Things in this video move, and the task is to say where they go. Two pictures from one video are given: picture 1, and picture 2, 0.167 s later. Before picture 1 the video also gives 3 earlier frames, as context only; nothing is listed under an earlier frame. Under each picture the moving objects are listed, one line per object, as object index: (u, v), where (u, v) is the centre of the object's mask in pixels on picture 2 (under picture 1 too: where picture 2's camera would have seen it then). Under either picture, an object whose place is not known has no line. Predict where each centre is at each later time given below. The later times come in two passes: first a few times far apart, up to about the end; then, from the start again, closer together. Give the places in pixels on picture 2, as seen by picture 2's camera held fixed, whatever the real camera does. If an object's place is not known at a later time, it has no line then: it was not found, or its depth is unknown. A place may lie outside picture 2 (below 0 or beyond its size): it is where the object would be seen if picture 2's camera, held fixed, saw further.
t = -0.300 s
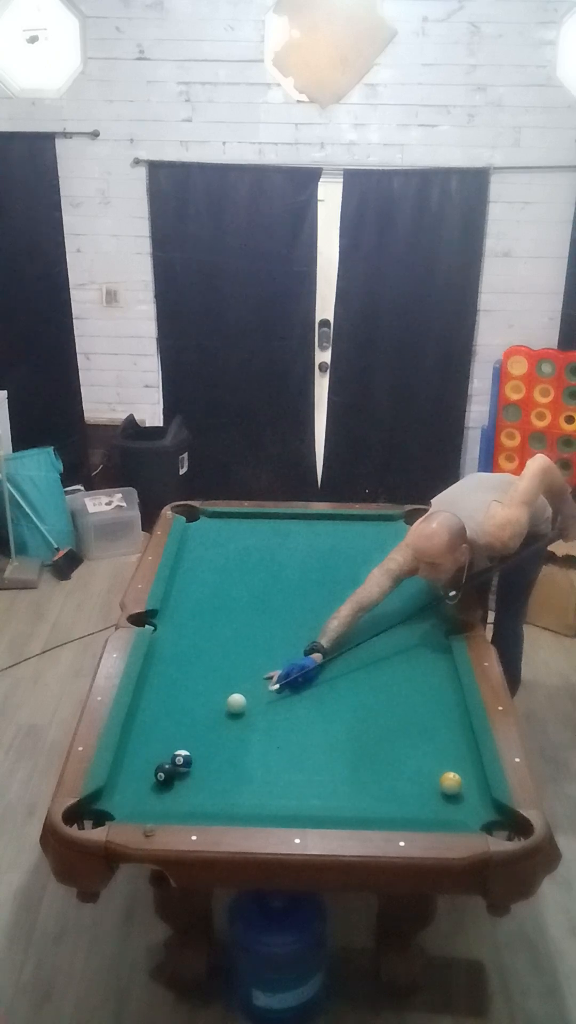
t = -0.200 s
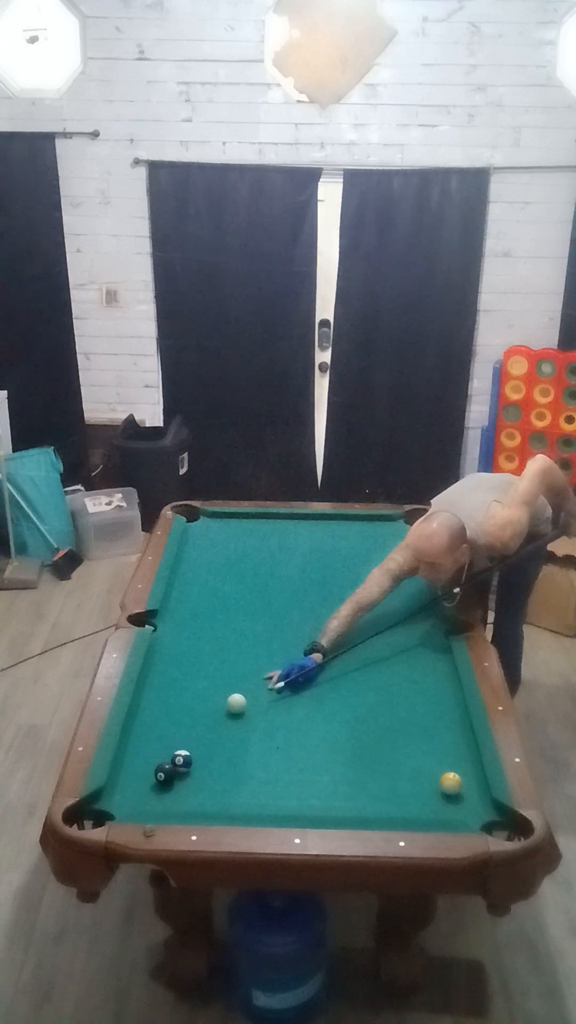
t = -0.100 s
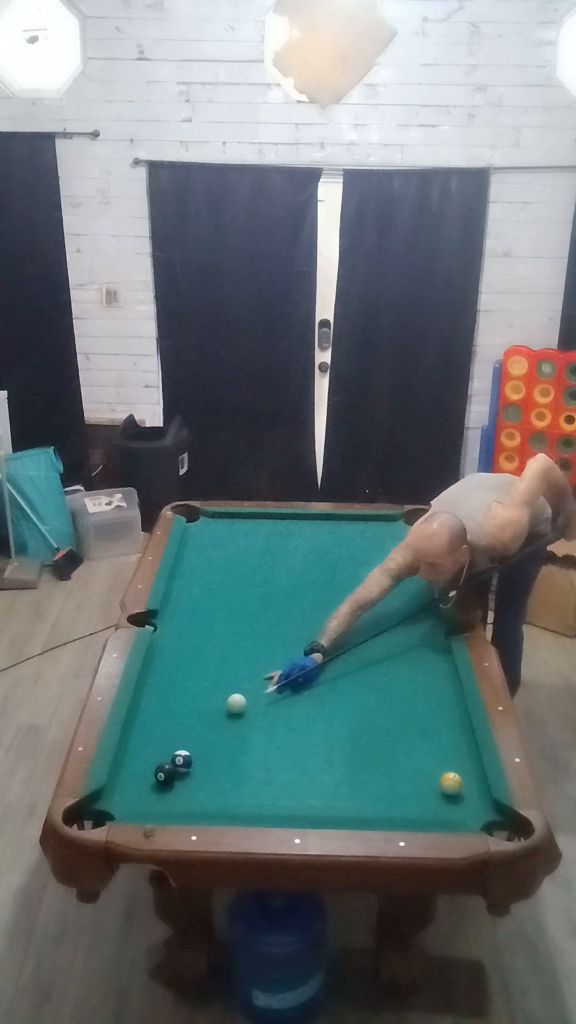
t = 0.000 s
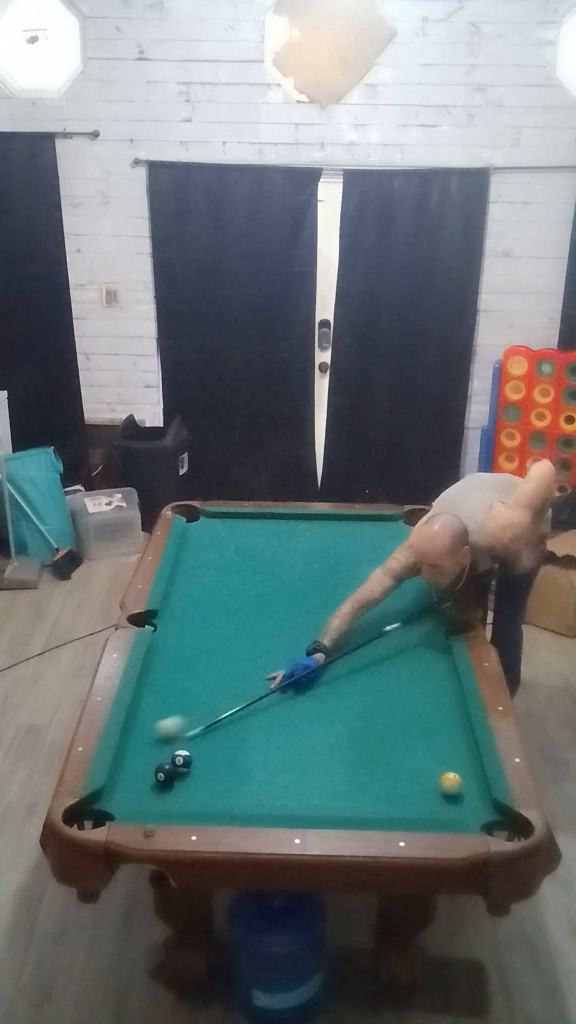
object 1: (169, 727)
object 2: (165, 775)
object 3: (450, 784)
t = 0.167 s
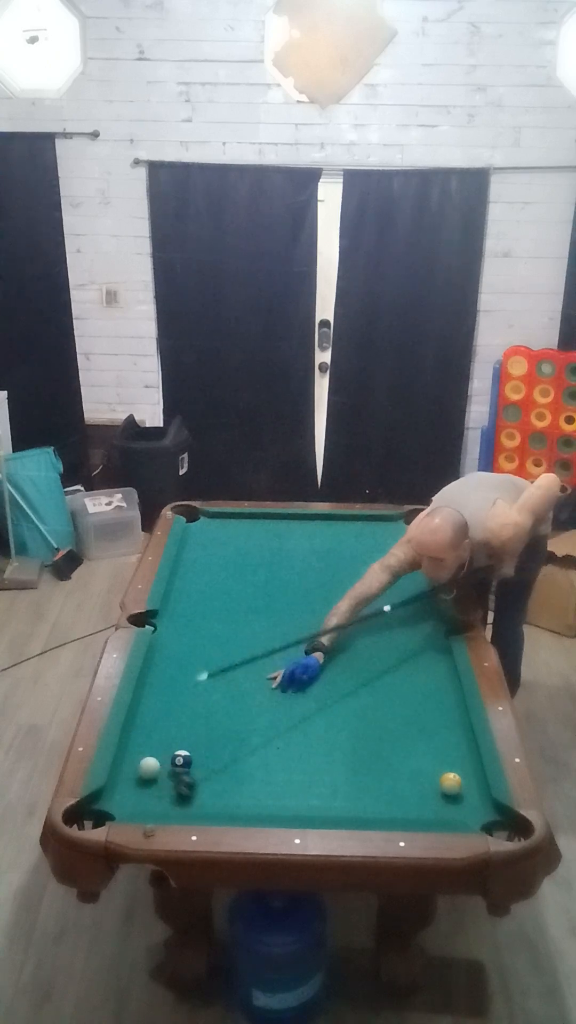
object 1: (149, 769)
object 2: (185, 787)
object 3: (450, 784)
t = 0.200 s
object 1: (150, 771)
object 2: (196, 796)
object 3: (450, 784)
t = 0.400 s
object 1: (158, 790)
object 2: (251, 802)
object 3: (450, 783)
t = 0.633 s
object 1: (172, 801)
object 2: (304, 796)
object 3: (451, 784)
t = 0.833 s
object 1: (198, 797)
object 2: (346, 789)
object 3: (450, 784)
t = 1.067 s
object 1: (225, 789)
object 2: (394, 782)
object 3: (451, 784)
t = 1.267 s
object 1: (246, 783)
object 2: (430, 776)
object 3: (451, 784)
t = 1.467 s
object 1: (266, 777)
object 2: (445, 765)
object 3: (468, 789)
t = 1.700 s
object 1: (286, 770)
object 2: (461, 754)
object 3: (477, 793)
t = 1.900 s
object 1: (303, 765)
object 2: (466, 746)
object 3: (472, 795)
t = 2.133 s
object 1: (319, 760)
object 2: (456, 740)
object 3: (467, 796)
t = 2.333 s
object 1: (332, 755)
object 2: (450, 734)
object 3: (464, 796)
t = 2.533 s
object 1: (343, 751)
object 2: (444, 731)
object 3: (464, 797)
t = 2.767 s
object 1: (354, 747)
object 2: (439, 729)
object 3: (464, 797)
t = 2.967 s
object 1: (362, 743)
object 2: (434, 728)
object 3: (464, 797)
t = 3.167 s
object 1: (368, 741)
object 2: (432, 727)
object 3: (464, 797)
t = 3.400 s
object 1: (373, 739)
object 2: (432, 727)
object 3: (464, 797)
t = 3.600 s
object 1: (376, 737)
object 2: (433, 727)
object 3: (464, 797)
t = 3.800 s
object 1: (378, 736)
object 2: (432, 727)
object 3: (464, 797)
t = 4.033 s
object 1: (378, 736)
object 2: (432, 727)
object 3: (464, 797)
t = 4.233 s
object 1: (378, 736)
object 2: (433, 727)
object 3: (464, 797)
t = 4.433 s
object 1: (378, 736)
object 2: (433, 727)
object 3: (464, 797)
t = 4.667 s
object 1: (378, 736)
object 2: (433, 727)
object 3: (464, 797)
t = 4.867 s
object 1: (378, 736)
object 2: (433, 727)
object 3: (464, 797)
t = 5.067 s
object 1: (378, 736)
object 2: (432, 727)
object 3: (464, 797)
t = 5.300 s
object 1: (378, 736)
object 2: (433, 727)
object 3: (464, 797)
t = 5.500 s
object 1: (378, 736)
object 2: (433, 727)
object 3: (464, 797)
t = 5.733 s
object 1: (378, 736)
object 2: (433, 727)
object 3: (464, 797)
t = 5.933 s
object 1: (378, 736)
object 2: (432, 727)
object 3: (464, 797)
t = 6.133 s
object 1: (378, 736)
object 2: (432, 727)
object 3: (464, 797)
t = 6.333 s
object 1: (378, 736)
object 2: (432, 727)
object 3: (464, 797)
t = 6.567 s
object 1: (378, 736)
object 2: (432, 727)
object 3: (464, 797)
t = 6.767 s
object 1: (378, 736)
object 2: (432, 727)
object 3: (464, 797)
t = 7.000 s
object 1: (378, 736)
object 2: (432, 727)
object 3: (464, 797)
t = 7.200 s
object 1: (378, 736)
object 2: (432, 727)
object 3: (464, 797)
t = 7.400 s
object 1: (378, 736)
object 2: (433, 727)
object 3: (464, 797)
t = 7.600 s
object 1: (378, 736)
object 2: (433, 727)
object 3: (464, 797)
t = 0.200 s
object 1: (150, 771)
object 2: (196, 796)
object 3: (450, 784)
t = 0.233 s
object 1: (151, 775)
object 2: (208, 800)
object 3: (450, 784)
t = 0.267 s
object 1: (153, 778)
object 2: (218, 805)
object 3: (450, 783)
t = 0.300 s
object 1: (154, 781)
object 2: (226, 805)
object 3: (450, 784)
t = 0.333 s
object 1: (155, 784)
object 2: (234, 804)
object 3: (450, 783)
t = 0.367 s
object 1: (157, 787)
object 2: (243, 803)
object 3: (450, 783)
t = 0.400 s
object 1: (158, 790)
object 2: (251, 802)
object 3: (450, 783)
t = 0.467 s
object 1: (160, 796)
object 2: (266, 802)
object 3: (450, 784)
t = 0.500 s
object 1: (161, 798)
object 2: (274, 801)
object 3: (450, 784)
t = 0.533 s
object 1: (163, 800)
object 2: (281, 801)
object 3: (450, 784)
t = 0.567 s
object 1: (164, 802)
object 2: (289, 798)
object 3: (451, 784)
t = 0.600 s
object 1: (168, 802)
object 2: (296, 797)
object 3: (451, 784)
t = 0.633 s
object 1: (172, 801)
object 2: (304, 796)
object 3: (451, 784)
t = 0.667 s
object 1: (176, 800)
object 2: (311, 796)
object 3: (451, 784)
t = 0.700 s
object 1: (181, 799)
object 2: (318, 794)
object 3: (450, 784)
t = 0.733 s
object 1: (185, 798)
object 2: (326, 793)
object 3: (450, 784)
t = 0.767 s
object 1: (189, 799)
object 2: (333, 792)
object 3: (450, 783)
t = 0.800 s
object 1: (193, 799)
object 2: (339, 791)
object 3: (451, 783)
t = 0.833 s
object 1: (198, 797)
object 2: (346, 789)
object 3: (450, 784)
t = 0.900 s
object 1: (205, 795)
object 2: (360, 788)
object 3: (450, 784)
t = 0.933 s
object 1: (209, 794)
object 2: (367, 787)
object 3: (450, 784)
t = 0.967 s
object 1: (213, 792)
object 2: (374, 786)
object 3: (451, 784)
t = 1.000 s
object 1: (217, 792)
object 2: (381, 784)
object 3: (451, 784)
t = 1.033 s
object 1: (221, 790)
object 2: (388, 784)
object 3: (451, 784)
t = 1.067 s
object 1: (225, 789)
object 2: (394, 782)
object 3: (451, 784)
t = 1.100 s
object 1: (228, 788)
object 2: (400, 782)
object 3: (450, 784)
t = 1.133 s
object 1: (232, 787)
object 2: (406, 781)
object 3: (450, 784)
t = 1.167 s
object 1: (235, 786)
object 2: (413, 780)
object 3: (450, 784)
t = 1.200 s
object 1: (239, 785)
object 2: (419, 778)
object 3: (450, 784)
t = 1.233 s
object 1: (242, 784)
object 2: (425, 777)
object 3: (450, 784)
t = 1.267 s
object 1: (246, 783)
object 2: (430, 776)
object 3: (451, 784)
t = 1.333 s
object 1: (252, 781)
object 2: (435, 773)
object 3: (457, 785)
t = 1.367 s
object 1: (256, 780)
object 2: (438, 770)
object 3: (460, 787)
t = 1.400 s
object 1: (259, 779)
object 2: (440, 769)
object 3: (463, 787)
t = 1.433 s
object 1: (262, 778)
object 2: (443, 767)
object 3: (465, 788)
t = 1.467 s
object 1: (266, 777)
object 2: (445, 765)
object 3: (468, 789)
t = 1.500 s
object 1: (269, 776)
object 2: (448, 763)
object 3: (471, 789)
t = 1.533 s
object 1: (272, 775)
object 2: (450, 762)
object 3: (473, 790)
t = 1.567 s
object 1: (274, 774)
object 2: (452, 761)
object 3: (476, 791)
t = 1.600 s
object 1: (278, 773)
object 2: (455, 758)
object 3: (479, 791)
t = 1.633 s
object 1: (281, 772)
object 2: (456, 757)
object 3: (478, 792)
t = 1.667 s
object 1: (284, 771)
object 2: (459, 755)
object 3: (478, 792)
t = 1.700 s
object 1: (286, 770)
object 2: (461, 754)
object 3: (477, 793)
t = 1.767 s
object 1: (292, 769)
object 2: (465, 752)
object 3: (475, 793)
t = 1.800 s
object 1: (295, 768)
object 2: (468, 751)
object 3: (474, 794)
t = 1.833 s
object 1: (298, 767)
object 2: (468, 749)
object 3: (473, 794)
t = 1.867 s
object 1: (300, 766)
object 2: (467, 748)
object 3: (472, 794)
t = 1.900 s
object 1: (303, 765)
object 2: (466, 746)
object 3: (472, 795)
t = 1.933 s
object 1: (305, 764)
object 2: (464, 746)
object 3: (471, 795)
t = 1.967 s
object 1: (308, 763)
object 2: (462, 744)
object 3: (470, 795)
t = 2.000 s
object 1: (310, 763)
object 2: (461, 743)
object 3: (469, 795)
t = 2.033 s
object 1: (312, 762)
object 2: (459, 743)
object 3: (468, 795)
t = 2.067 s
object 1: (315, 761)
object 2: (459, 742)
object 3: (468, 795)
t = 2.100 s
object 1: (317, 760)
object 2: (457, 740)
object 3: (467, 795)
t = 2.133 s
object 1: (319, 760)
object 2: (456, 740)
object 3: (467, 796)
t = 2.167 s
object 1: (321, 759)
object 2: (455, 739)
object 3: (466, 796)
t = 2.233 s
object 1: (326, 757)
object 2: (453, 737)
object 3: (465, 796)
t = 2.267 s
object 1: (328, 757)
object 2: (452, 736)
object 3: (465, 796)
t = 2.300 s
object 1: (330, 756)
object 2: (451, 735)
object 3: (465, 796)
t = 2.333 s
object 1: (332, 755)
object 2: (450, 734)
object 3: (464, 796)
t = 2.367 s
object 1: (334, 754)
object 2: (448, 734)
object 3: (464, 797)
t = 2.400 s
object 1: (336, 754)
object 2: (448, 733)
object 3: (464, 797)
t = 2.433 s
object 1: (338, 753)
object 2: (446, 733)
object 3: (464, 797)
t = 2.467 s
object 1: (339, 752)
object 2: (445, 733)
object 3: (464, 797)
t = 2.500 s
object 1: (341, 752)
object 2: (445, 732)
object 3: (464, 797)
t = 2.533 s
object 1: (343, 751)
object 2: (444, 731)
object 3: (464, 797)
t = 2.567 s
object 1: (345, 750)
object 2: (443, 731)
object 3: (464, 797)
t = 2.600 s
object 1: (347, 750)
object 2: (442, 730)
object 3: (464, 797)
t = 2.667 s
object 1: (350, 749)
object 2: (441, 730)
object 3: (464, 797)
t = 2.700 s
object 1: (351, 748)
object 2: (440, 730)
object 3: (464, 797)
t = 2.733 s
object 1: (353, 747)
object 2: (439, 729)
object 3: (464, 797)
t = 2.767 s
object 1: (354, 747)
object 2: (439, 729)
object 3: (464, 797)
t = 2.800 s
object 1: (356, 746)
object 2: (438, 728)
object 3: (464, 797)
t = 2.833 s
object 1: (357, 745)
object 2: (437, 728)
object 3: (464, 797)
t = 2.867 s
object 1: (358, 745)
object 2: (436, 728)
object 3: (464, 797)
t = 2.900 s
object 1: (359, 744)
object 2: (435, 728)
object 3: (464, 797)
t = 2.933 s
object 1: (361, 744)
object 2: (435, 728)
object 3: (464, 797)
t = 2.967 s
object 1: (362, 743)
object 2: (434, 728)
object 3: (464, 797)
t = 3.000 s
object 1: (363, 743)
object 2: (434, 727)
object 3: (464, 797)
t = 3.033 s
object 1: (364, 742)
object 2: (434, 727)
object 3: (464, 797)
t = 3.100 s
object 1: (367, 742)
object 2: (433, 727)
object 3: (464, 797)
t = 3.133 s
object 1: (367, 741)
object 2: (432, 727)
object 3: (464, 797)
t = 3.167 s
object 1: (368, 741)
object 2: (432, 727)
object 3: (464, 797)
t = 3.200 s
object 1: (369, 741)
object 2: (432, 726)
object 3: (464, 797)
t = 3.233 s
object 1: (370, 740)
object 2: (432, 727)
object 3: (464, 797)
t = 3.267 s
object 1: (371, 740)
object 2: (432, 726)
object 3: (464, 797)
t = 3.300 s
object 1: (371, 739)
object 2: (432, 726)
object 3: (464, 797)
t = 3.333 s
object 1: (372, 739)
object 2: (432, 726)
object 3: (463, 797)
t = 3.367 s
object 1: (373, 739)
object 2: (432, 726)
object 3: (464, 797)
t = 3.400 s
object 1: (373, 739)
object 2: (432, 727)
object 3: (464, 797)
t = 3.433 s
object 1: (374, 738)
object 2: (432, 727)
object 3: (464, 797)
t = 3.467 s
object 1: (374, 738)
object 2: (432, 727)
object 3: (464, 797)
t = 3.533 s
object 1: (375, 737)
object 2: (432, 727)
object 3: (464, 797)
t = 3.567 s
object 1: (376, 737)
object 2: (433, 727)
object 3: (464, 797)
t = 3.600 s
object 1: (376, 737)
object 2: (433, 727)
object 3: (464, 797)
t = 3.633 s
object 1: (377, 737)
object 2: (432, 727)
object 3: (464, 797)
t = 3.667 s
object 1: (377, 737)
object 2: (433, 727)
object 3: (464, 797)
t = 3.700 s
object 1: (377, 736)
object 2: (433, 727)
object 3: (464, 797)
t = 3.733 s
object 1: (378, 736)
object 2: (432, 727)
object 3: (464, 797)
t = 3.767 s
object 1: (378, 736)
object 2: (432, 727)
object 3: (464, 797)
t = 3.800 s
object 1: (378, 736)
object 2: (432, 727)
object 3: (464, 797)
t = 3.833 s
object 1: (378, 736)
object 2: (432, 727)
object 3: (464, 797)
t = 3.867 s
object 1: (378, 736)
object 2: (432, 727)
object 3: (464, 797)
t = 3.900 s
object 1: (378, 736)
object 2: (432, 727)
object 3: (464, 797)
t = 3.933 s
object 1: (378, 736)
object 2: (432, 727)
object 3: (464, 797)
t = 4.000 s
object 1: (378, 736)
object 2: (432, 727)
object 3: (464, 797)
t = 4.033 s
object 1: (378, 736)
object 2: (432, 727)
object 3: (464, 797)
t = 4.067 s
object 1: (378, 736)
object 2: (432, 727)
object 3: (464, 797)
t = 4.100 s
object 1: (378, 736)
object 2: (432, 727)
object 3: (464, 797)
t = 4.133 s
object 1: (378, 736)
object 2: (432, 727)
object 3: (464, 797)
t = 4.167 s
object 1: (378, 736)
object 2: (433, 727)
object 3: (464, 797)
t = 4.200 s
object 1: (378, 736)
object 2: (433, 727)
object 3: (464, 797)
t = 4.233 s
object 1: (378, 736)
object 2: (433, 727)
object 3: (464, 797)
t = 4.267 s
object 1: (378, 736)
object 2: (433, 727)
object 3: (464, 797)
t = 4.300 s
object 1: (378, 736)
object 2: (433, 727)
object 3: (464, 797)
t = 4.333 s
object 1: (378, 736)
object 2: (433, 727)
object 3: (464, 797)
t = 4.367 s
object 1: (378, 736)
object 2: (433, 727)
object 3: (464, 797)
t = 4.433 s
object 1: (378, 736)
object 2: (433, 727)
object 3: (464, 797)
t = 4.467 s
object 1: (378, 736)
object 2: (433, 727)
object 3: (464, 797)
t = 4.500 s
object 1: (378, 736)
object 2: (433, 727)
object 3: (464, 797)
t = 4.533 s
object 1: (378, 736)
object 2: (433, 727)
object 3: (464, 797)
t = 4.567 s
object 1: (378, 736)
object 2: (433, 727)
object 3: (464, 797)
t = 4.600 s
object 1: (378, 736)
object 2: (433, 727)
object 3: (464, 797)
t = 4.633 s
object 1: (378, 736)
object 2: (433, 727)
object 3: (464, 797)
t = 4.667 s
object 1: (378, 736)
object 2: (433, 727)
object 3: (464, 797)
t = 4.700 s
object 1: (378, 736)
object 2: (433, 727)
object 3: (464, 797)
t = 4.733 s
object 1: (378, 736)
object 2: (433, 727)
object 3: (464, 797)
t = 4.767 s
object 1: (378, 736)
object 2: (433, 727)
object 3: (464, 797)
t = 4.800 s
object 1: (378, 736)
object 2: (433, 727)
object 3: (464, 797)
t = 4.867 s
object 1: (378, 736)
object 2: (433, 727)
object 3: (464, 797)
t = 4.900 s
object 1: (378, 736)
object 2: (433, 727)
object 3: (464, 797)
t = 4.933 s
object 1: (378, 736)
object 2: (433, 727)
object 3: (464, 797)
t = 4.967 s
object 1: (378, 736)
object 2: (433, 727)
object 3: (464, 797)
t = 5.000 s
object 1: (378, 736)
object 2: (432, 727)
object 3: (464, 797)
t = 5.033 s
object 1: (378, 736)
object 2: (432, 727)
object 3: (464, 797)
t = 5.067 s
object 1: (378, 736)
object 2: (432, 727)
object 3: (464, 797)
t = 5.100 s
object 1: (378, 736)
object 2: (432, 727)
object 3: (464, 797)
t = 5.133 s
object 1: (378, 736)
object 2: (432, 727)
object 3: (464, 797)
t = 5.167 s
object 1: (378, 736)
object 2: (432, 727)
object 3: (464, 797)
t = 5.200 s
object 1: (378, 736)
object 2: (432, 727)
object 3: (464, 797)
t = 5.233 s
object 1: (378, 736)
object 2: (433, 727)
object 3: (464, 797)
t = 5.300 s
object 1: (378, 736)
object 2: (433, 727)
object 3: (464, 797)
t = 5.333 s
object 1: (378, 736)
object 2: (433, 727)
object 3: (464, 797)
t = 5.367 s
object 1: (378, 736)
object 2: (433, 727)
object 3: (464, 797)
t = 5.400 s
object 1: (378, 736)
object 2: (433, 727)
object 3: (464, 797)
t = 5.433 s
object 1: (378, 736)
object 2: (432, 727)
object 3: (464, 797)
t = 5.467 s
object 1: (378, 736)
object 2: (433, 727)
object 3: (464, 797)
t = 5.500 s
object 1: (378, 736)
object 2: (433, 727)
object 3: (464, 797)
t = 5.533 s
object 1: (378, 736)
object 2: (433, 727)
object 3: (464, 797)
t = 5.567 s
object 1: (378, 736)
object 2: (433, 727)
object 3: (464, 797)
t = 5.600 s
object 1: (378, 736)
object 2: (433, 727)
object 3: (464, 797)
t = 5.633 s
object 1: (378, 736)
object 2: (433, 727)
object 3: (464, 797)
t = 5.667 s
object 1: (378, 736)
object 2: (433, 727)
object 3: (464, 797)
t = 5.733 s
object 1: (378, 736)
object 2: (433, 727)
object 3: (464, 797)
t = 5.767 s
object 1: (378, 736)
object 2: (432, 727)
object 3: (464, 797)
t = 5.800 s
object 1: (378, 736)
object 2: (432, 727)
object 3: (464, 797)
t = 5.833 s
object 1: (378, 736)
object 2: (432, 727)
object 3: (464, 797)
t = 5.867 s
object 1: (378, 736)
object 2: (432, 727)
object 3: (464, 797)
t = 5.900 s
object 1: (378, 736)
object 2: (432, 727)
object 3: (464, 797)
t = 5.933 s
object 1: (378, 736)
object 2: (432, 727)
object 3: (464, 797)
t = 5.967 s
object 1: (378, 736)
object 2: (432, 727)
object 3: (464, 797)
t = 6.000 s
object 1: (378, 736)
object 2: (432, 727)
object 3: (464, 797)
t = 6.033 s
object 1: (378, 736)
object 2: (432, 727)
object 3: (464, 797)
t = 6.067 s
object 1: (378, 736)
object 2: (432, 727)
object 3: (464, 797)
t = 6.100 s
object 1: (378, 736)
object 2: (432, 727)
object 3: (464, 797)
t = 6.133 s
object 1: (378, 736)
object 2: (432, 727)
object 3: (464, 797)
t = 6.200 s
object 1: (378, 736)
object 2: (432, 727)
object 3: (464, 797)
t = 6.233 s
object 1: (378, 736)
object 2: (432, 727)
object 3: (464, 797)
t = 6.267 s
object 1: (378, 736)
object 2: (432, 727)
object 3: (464, 797)
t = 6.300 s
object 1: (378, 736)
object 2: (432, 727)
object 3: (464, 797)
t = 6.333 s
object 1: (378, 736)
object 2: (432, 727)
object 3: (464, 797)
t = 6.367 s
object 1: (378, 736)
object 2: (432, 727)
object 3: (464, 797)
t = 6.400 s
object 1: (378, 736)
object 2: (432, 727)
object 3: (464, 797)
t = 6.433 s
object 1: (378, 736)
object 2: (432, 727)
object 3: (464, 797)
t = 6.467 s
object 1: (378, 736)
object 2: (432, 727)
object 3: (464, 797)
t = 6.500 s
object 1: (378, 736)
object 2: (432, 727)
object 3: (464, 797)
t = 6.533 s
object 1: (378, 736)
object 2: (432, 727)
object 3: (464, 797)
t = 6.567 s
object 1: (378, 736)
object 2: (432, 727)
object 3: (464, 797)
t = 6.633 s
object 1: (378, 736)
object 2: (432, 727)
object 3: (464, 797)
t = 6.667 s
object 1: (378, 736)
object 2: (433, 727)
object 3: (464, 797)
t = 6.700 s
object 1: (378, 736)
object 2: (432, 727)
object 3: (464, 797)
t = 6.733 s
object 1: (378, 736)
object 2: (432, 727)
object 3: (464, 797)
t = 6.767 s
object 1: (378, 736)
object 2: (432, 727)
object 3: (464, 797)
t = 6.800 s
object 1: (378, 736)
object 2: (432, 727)
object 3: (464, 797)
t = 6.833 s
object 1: (378, 736)
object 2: (432, 727)
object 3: (464, 797)
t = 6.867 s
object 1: (378, 736)
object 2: (432, 727)
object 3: (464, 797)
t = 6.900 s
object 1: (378, 736)
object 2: (432, 727)
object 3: (464, 797)
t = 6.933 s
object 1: (378, 736)
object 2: (432, 727)
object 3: (464, 797)
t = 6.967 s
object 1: (378, 736)
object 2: (432, 727)
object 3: (464, 797)
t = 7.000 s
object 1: (378, 736)
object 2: (432, 727)
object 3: (464, 797)
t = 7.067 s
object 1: (378, 736)
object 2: (433, 727)
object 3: (464, 797)
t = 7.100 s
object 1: (378, 736)
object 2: (432, 727)
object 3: (464, 797)
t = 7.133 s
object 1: (378, 736)
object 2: (432, 727)
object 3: (464, 797)
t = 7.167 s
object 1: (378, 736)
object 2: (432, 727)
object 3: (464, 797)
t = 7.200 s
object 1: (378, 736)
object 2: (432, 727)
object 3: (464, 797)
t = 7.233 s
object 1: (378, 736)
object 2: (432, 727)
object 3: (464, 797)
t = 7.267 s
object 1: (378, 736)
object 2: (433, 727)
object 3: (464, 797)
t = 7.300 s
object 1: (378, 736)
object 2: (432, 727)
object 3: (464, 797)
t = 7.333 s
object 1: (378, 736)
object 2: (433, 727)
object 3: (464, 797)
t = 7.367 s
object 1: (378, 736)
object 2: (433, 727)
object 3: (464, 797)
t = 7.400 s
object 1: (378, 736)
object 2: (433, 727)
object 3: (464, 797)
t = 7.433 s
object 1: (378, 736)
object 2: (433, 727)
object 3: (464, 797)
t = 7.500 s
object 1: (378, 736)
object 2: (433, 727)
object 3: (464, 797)
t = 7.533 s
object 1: (378, 736)
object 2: (433, 727)
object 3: (464, 797)
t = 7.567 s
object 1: (378, 736)
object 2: (433, 727)
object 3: (464, 797)
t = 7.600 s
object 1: (378, 736)
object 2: (433, 727)
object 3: (464, 797)
